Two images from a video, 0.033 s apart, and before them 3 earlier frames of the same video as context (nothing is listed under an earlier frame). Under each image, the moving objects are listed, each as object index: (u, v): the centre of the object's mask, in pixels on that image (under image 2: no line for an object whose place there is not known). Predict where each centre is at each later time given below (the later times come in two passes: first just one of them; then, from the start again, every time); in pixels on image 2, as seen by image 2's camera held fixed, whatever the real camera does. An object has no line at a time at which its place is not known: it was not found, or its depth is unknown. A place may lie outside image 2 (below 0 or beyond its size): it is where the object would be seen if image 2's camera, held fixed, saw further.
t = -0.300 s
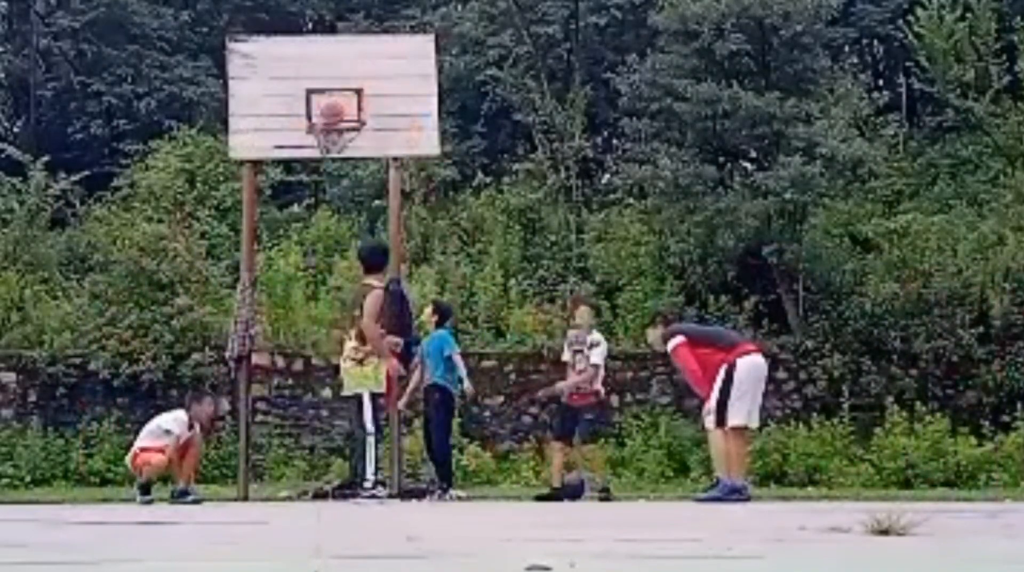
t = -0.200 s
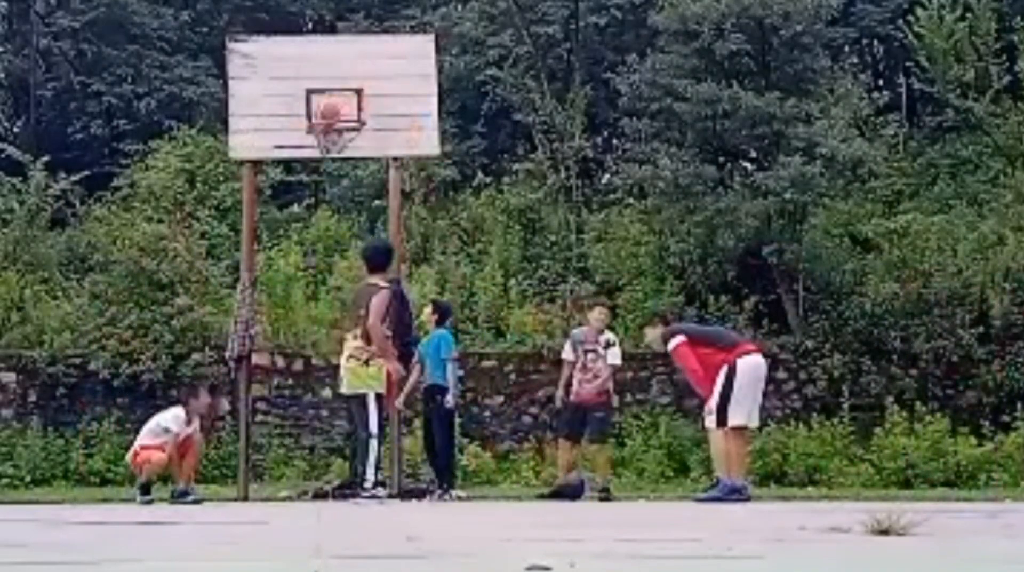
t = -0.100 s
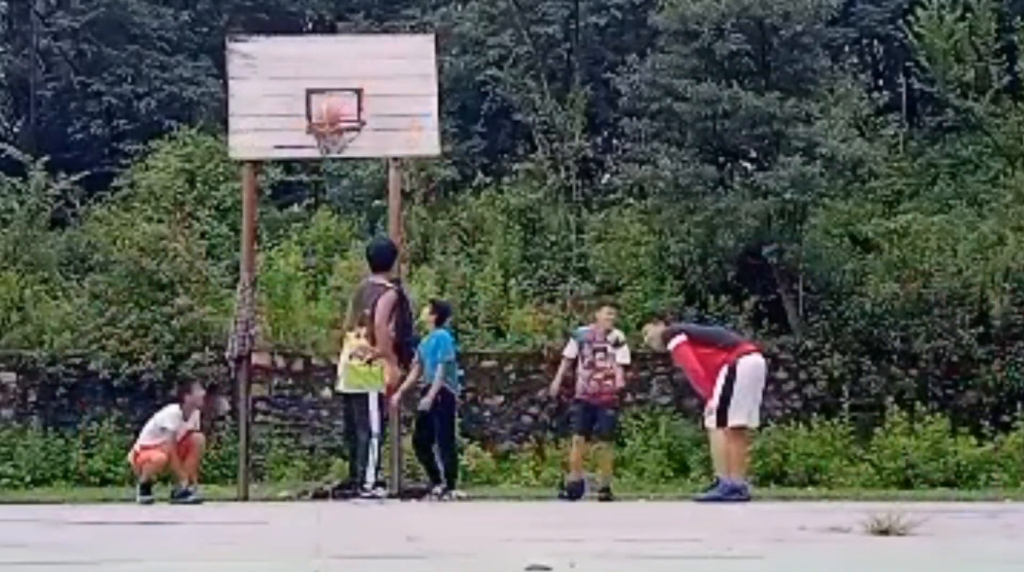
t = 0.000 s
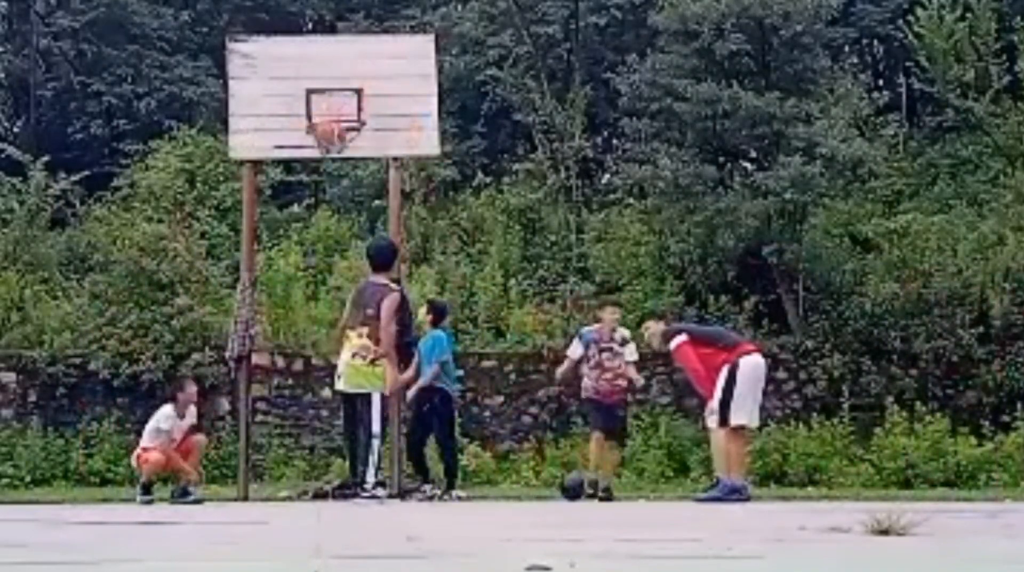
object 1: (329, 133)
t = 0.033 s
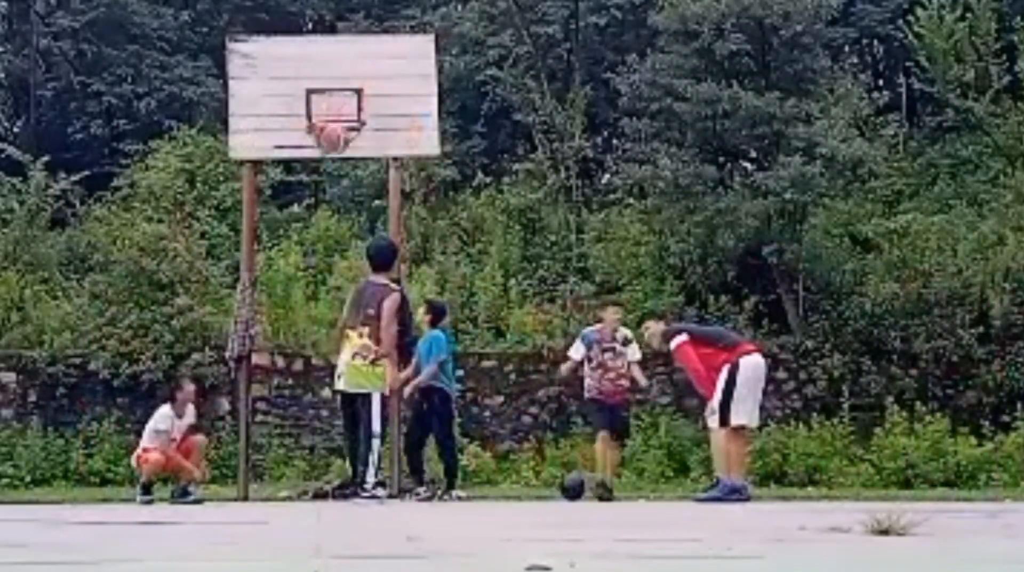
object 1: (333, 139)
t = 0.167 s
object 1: (349, 172)
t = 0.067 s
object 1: (338, 145)
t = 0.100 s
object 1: (342, 148)
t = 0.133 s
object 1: (345, 158)
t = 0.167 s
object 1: (349, 172)
